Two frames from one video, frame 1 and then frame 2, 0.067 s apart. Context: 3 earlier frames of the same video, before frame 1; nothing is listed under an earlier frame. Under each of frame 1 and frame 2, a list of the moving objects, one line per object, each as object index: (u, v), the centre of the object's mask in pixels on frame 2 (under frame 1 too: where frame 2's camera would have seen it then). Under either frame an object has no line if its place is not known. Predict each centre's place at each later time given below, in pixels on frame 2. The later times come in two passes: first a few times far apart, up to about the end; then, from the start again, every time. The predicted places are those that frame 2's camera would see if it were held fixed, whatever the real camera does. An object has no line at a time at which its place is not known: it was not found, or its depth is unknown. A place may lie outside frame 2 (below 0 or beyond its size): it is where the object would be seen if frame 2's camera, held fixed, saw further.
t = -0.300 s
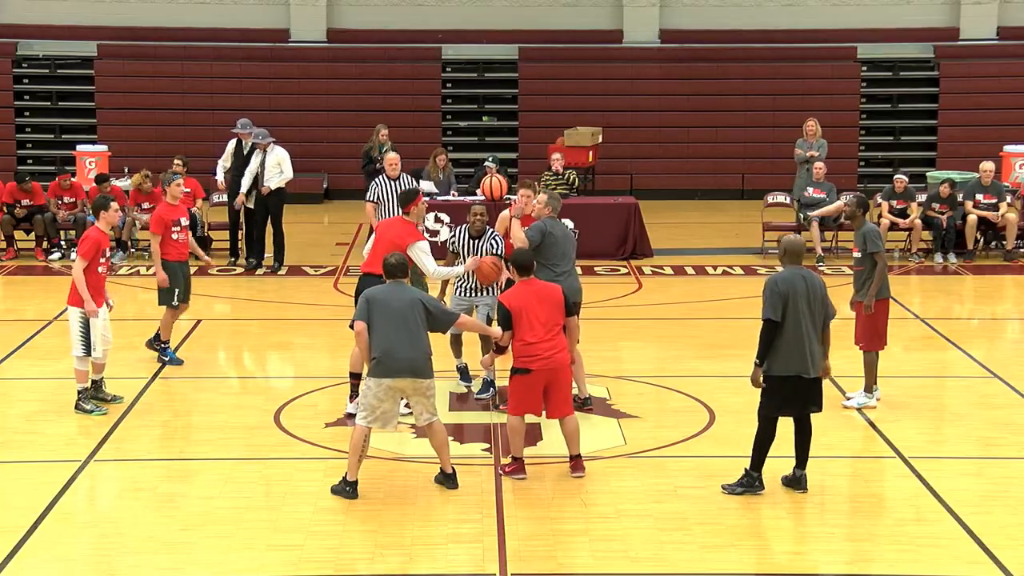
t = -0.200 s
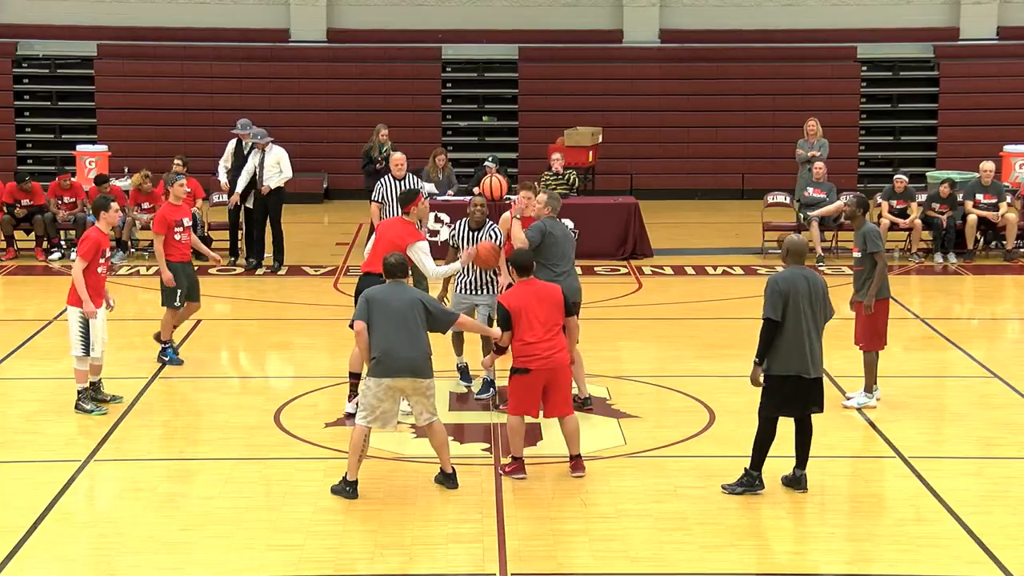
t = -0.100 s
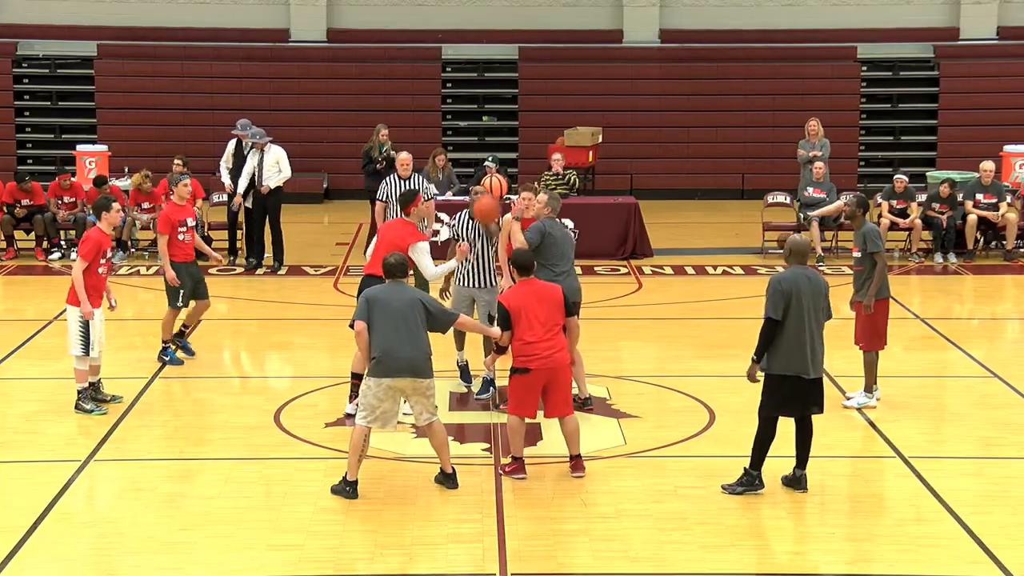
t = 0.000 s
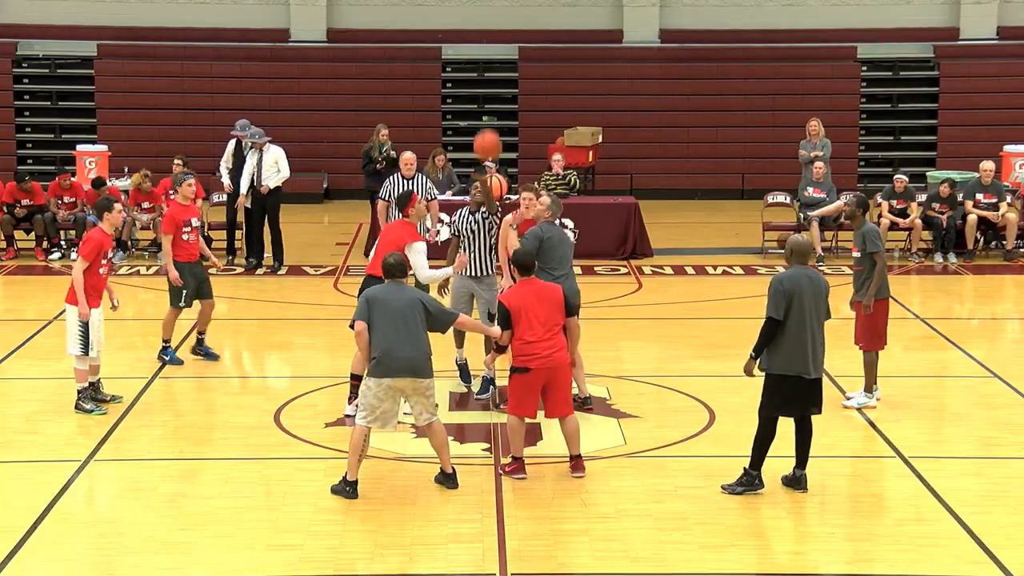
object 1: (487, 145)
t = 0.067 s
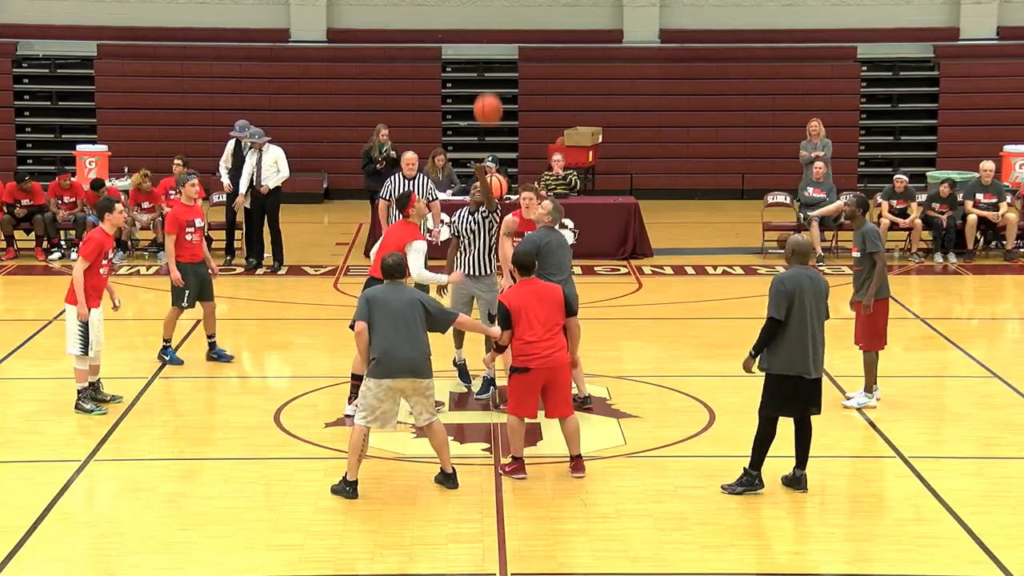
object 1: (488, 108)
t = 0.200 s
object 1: (488, 51)
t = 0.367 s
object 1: (490, 10)
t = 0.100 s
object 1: (488, 92)
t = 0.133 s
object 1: (488, 78)
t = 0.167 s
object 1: (488, 65)
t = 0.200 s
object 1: (488, 51)
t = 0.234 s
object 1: (489, 40)
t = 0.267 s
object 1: (489, 30)
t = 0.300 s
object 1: (490, 22)
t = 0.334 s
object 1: (490, 14)
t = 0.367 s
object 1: (490, 10)
